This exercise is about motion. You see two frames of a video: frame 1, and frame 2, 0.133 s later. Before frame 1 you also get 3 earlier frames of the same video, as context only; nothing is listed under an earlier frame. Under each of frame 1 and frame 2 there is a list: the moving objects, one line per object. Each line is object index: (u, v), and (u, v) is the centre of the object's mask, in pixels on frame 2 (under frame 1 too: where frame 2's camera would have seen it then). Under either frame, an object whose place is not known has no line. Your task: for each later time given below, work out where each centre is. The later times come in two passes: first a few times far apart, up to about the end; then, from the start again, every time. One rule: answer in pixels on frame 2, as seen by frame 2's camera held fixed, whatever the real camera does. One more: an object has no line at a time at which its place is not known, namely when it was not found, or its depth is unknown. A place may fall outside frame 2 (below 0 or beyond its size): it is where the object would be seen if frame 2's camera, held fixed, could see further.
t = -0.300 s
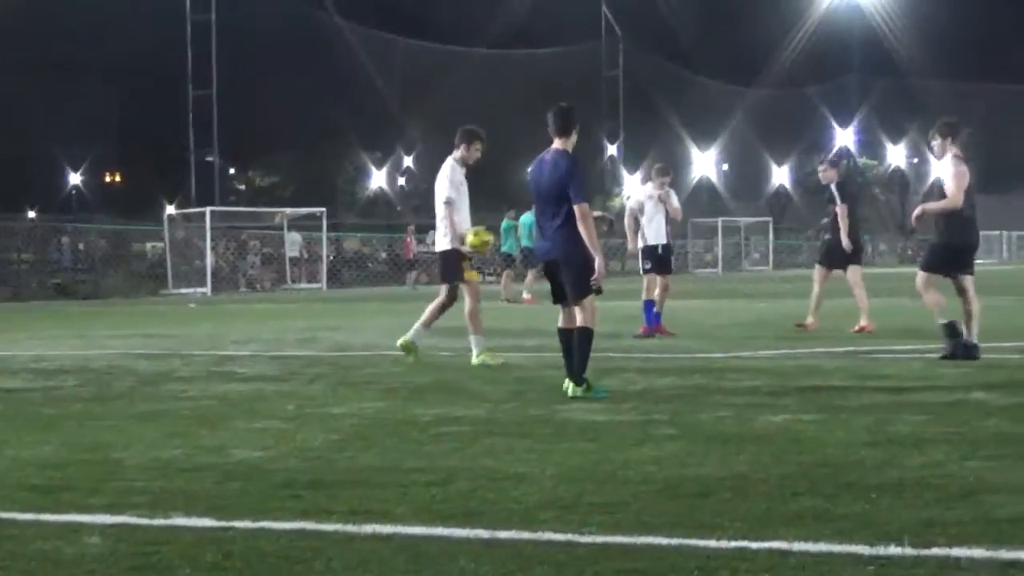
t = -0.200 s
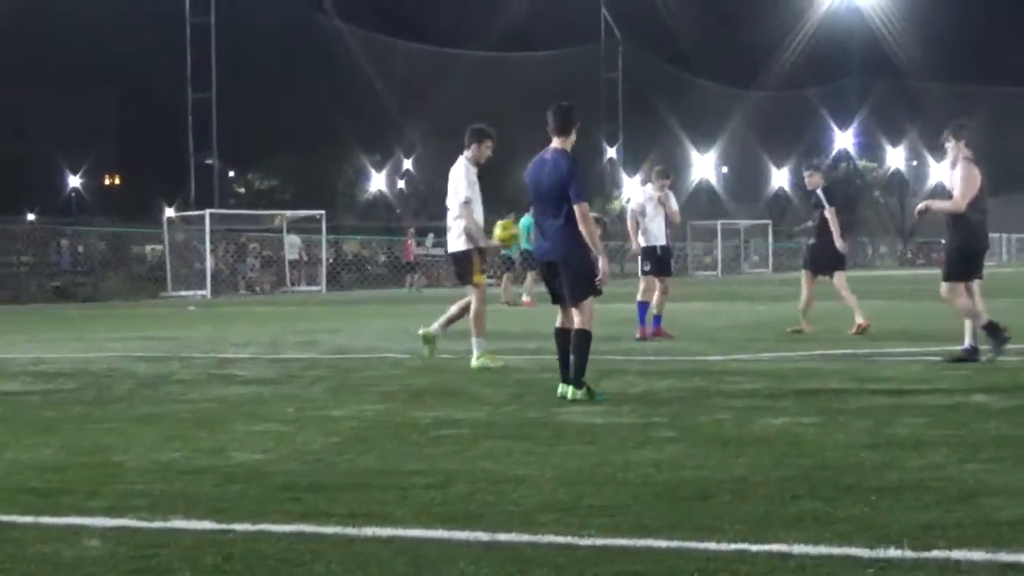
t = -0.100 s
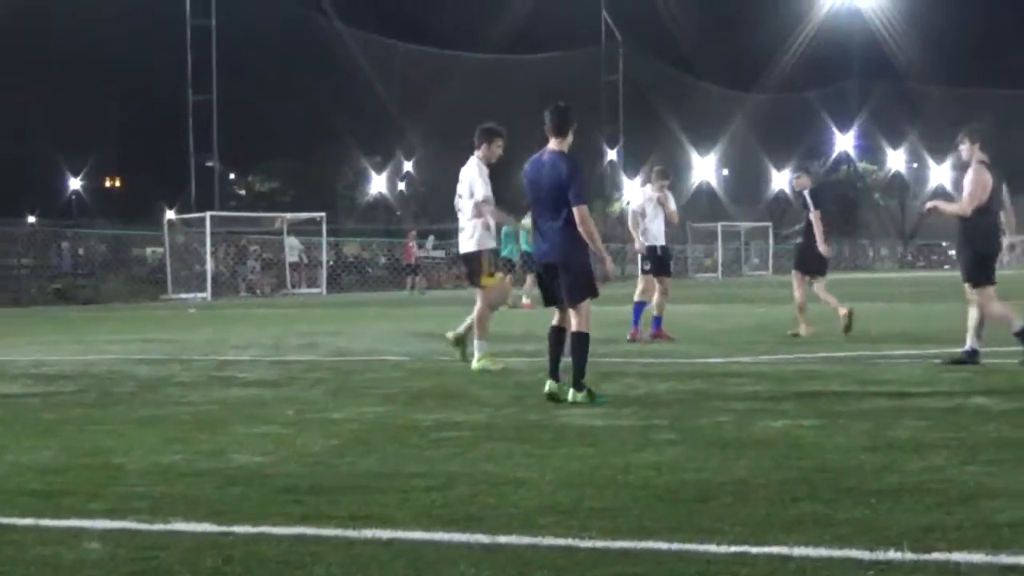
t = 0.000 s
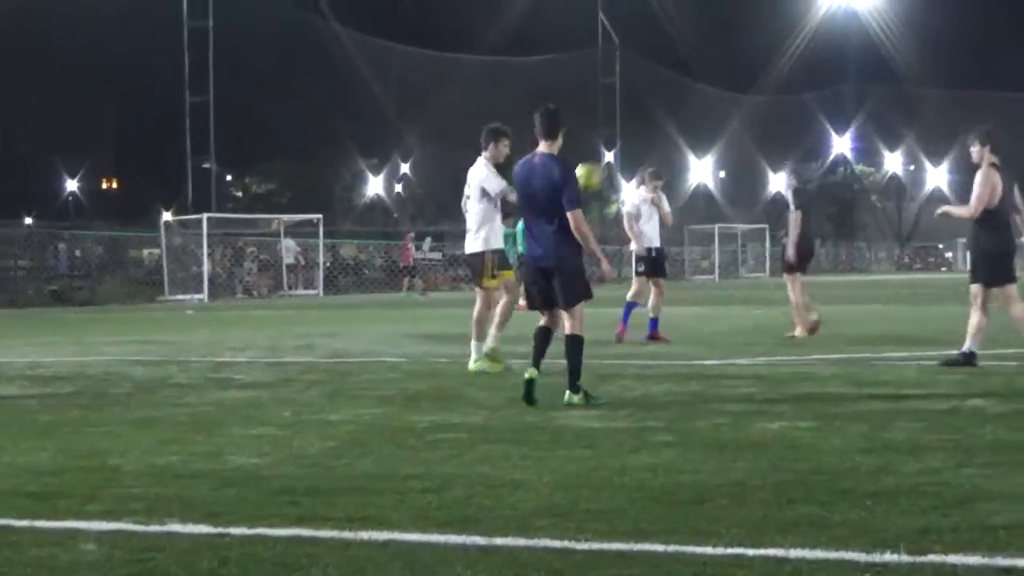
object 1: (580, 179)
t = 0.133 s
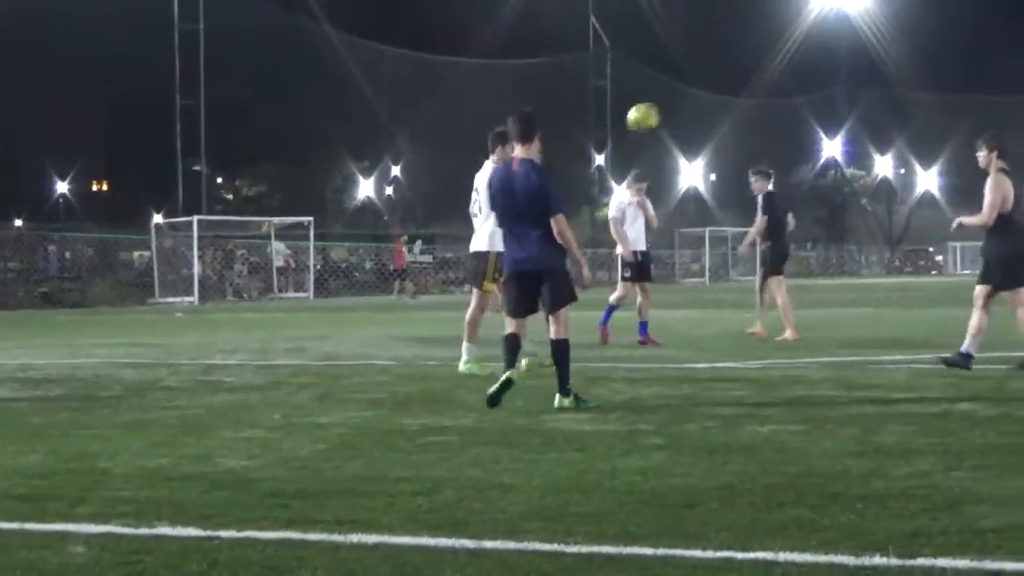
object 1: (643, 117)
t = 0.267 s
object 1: (708, 78)
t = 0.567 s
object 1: (858, 73)
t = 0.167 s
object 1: (659, 104)
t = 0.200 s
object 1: (676, 94)
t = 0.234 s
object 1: (692, 85)
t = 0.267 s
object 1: (708, 78)
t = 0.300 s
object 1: (725, 71)
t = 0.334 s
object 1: (742, 66)
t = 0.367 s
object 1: (756, 63)
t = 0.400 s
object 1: (773, 61)
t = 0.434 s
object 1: (789, 60)
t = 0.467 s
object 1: (807, 60)
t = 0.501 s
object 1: (824, 63)
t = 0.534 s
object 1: (841, 68)
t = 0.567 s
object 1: (858, 73)
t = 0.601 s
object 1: (874, 79)
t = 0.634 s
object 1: (891, 88)
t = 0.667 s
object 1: (909, 98)
